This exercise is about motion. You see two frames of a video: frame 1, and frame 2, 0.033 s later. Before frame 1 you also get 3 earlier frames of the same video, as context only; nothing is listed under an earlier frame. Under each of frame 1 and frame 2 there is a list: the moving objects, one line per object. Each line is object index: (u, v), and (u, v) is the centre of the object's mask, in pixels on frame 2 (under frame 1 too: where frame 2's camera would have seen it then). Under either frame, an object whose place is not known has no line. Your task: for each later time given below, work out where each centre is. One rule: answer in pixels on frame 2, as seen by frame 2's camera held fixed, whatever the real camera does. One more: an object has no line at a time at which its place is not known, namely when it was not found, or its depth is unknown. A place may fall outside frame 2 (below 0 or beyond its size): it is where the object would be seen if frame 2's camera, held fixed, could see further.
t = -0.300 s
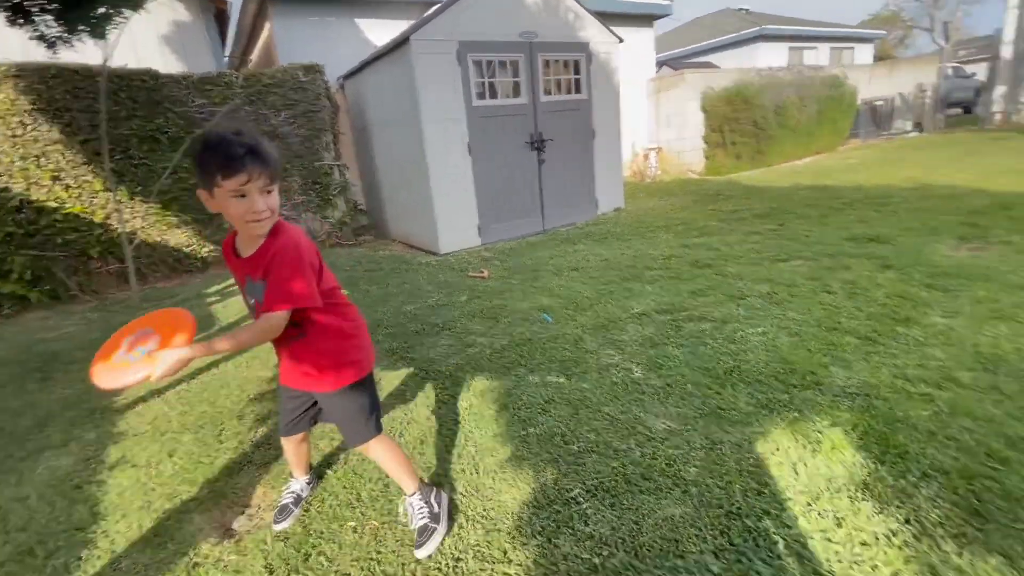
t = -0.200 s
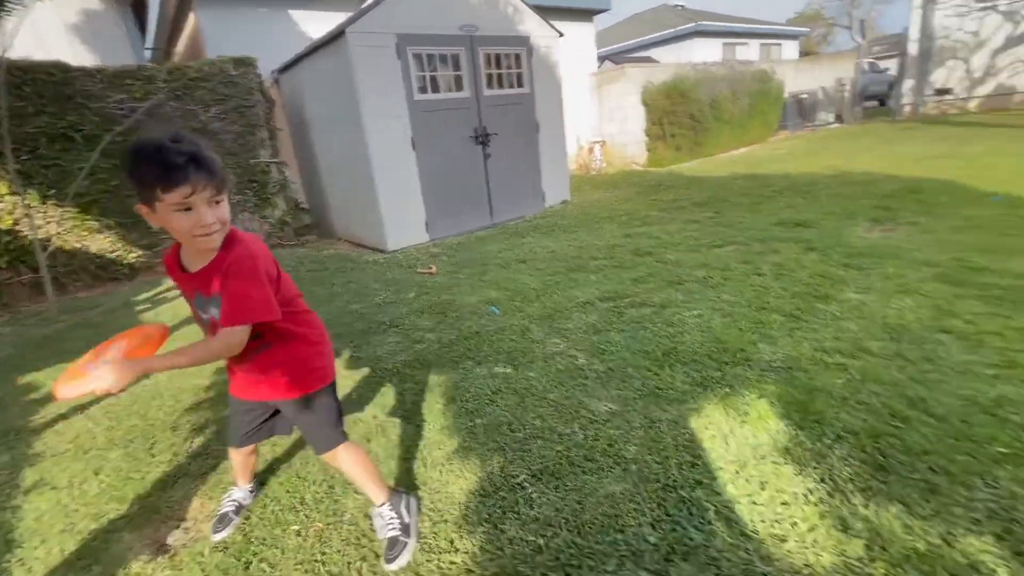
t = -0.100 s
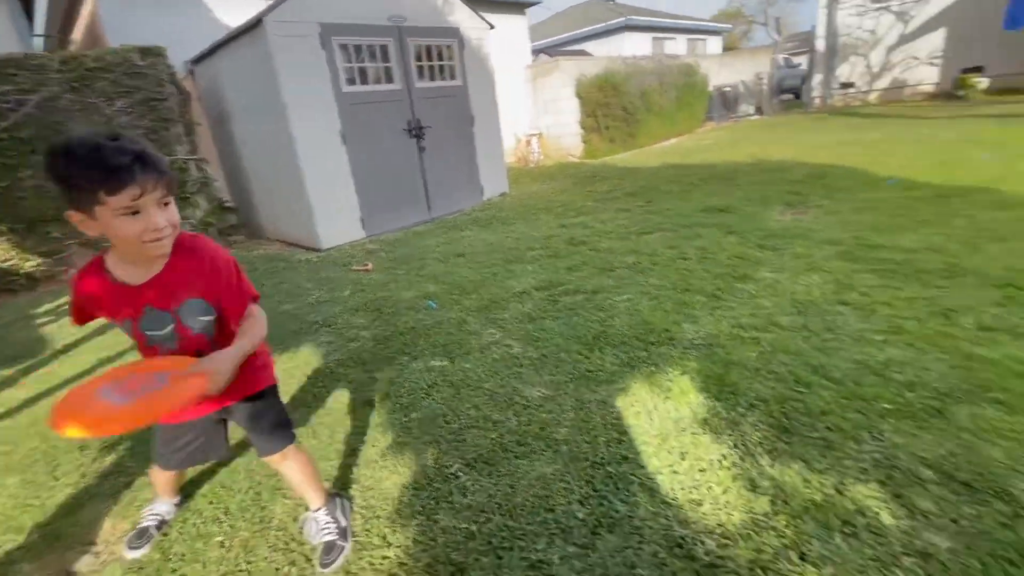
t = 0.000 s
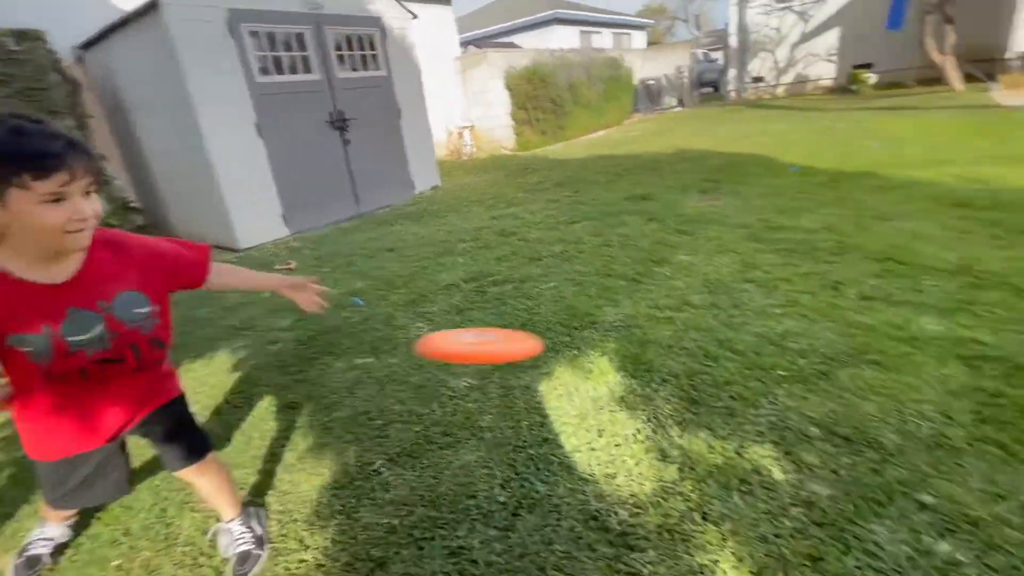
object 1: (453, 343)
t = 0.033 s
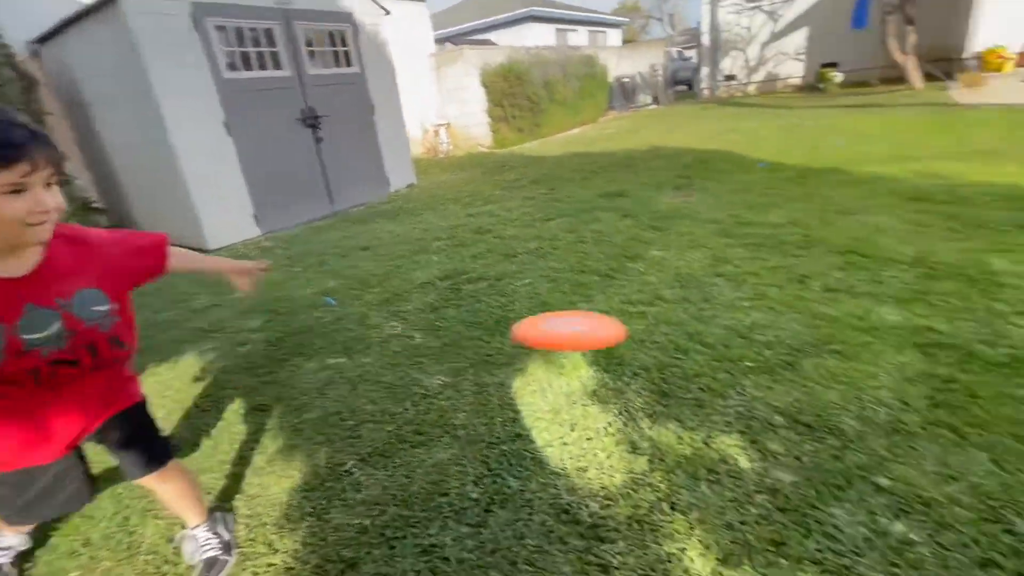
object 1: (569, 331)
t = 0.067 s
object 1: (664, 324)
